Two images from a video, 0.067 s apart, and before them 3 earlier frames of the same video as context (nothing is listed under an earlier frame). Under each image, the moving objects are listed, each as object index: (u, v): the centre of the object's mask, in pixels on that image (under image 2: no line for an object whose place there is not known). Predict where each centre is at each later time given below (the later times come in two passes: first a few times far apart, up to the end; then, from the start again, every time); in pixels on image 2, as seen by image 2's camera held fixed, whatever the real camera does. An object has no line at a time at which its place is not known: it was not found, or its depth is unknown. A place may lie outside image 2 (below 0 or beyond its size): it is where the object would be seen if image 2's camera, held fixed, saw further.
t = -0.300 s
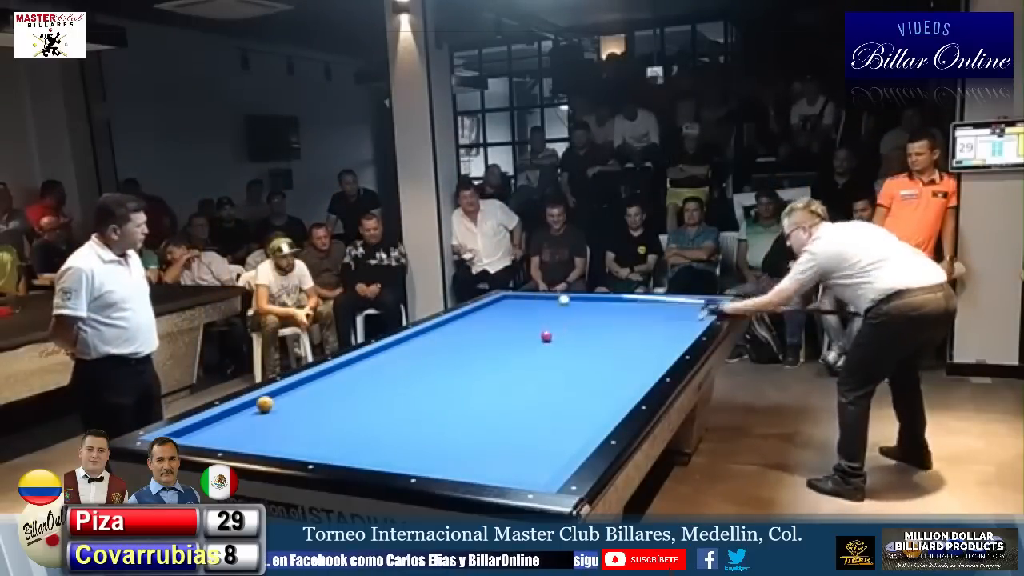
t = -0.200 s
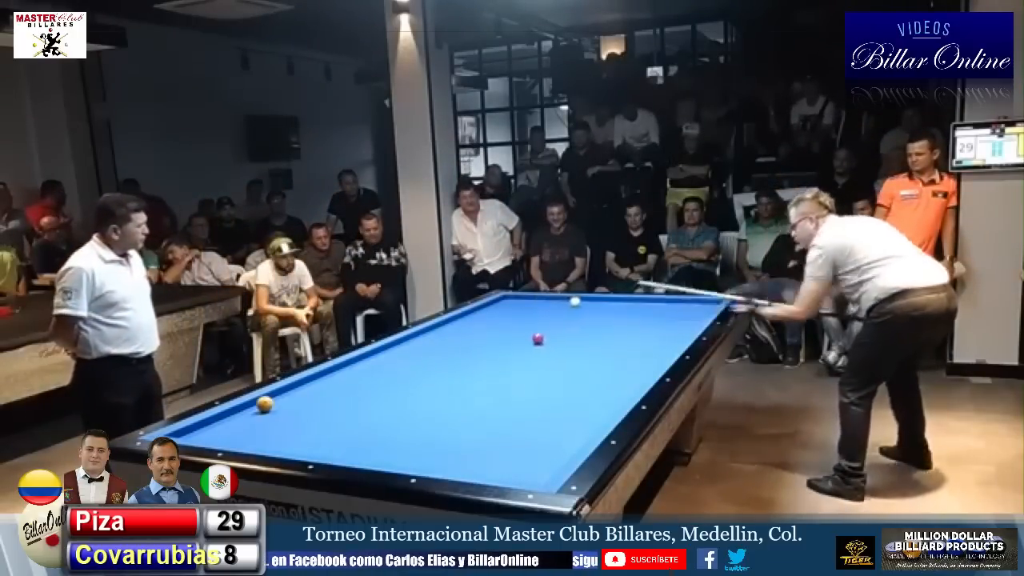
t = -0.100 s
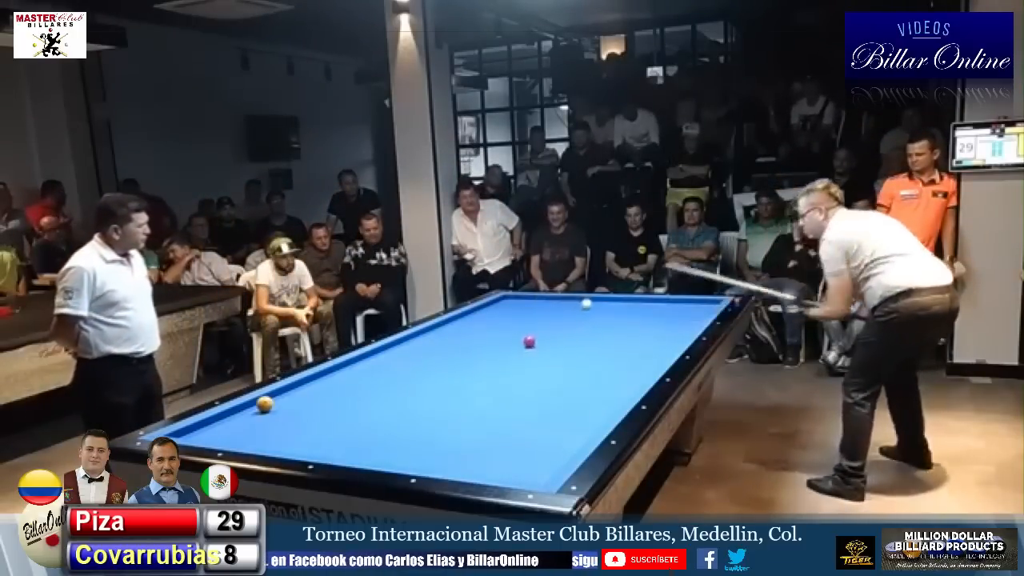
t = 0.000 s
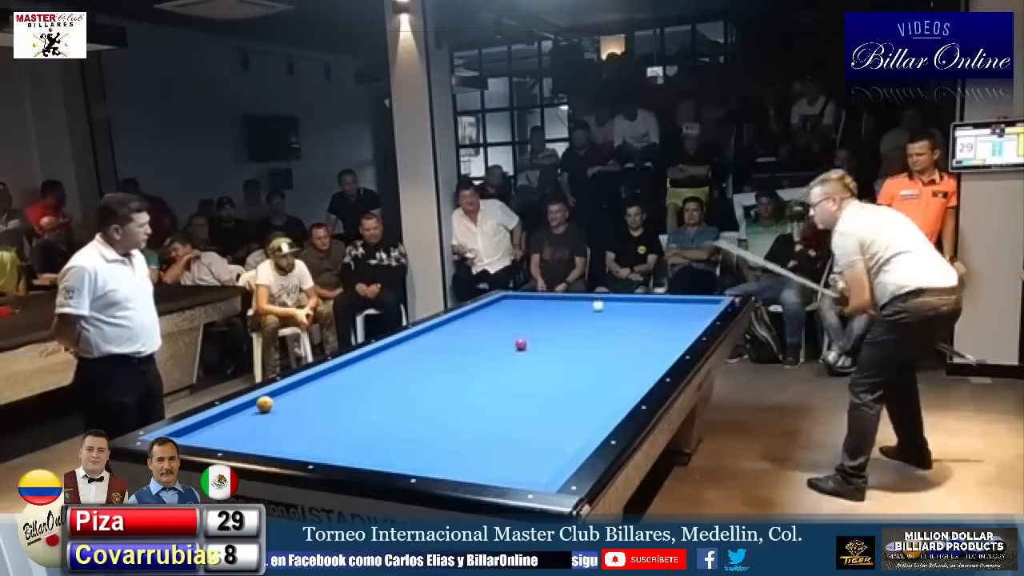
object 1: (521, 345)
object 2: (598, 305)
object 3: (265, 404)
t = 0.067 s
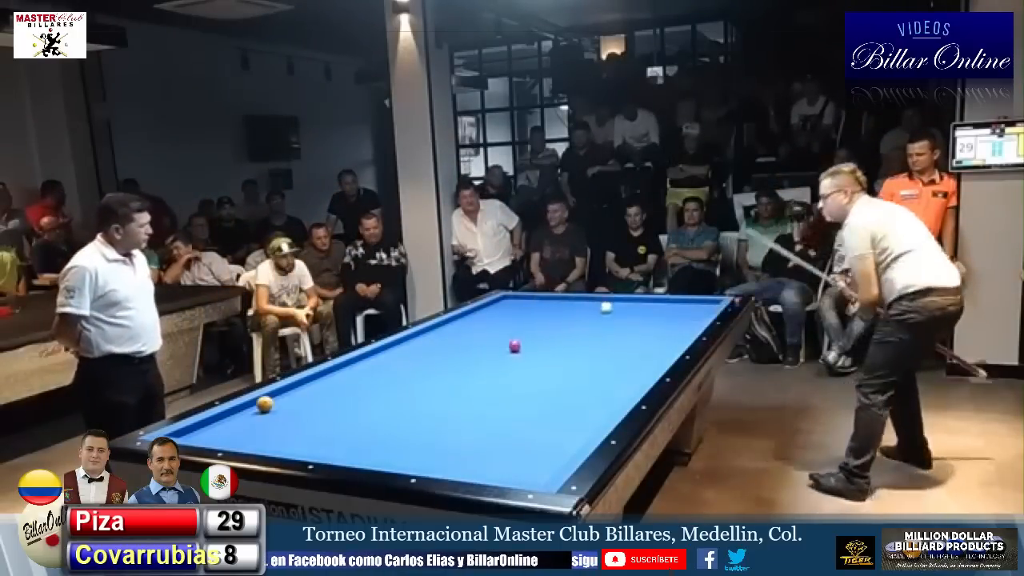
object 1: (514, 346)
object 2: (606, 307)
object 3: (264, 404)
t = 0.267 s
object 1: (496, 352)
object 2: (631, 312)
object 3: (265, 404)
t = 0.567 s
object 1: (468, 361)
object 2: (672, 320)
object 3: (264, 404)
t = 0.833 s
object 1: (442, 369)
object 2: (678, 326)
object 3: (265, 404)
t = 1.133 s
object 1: (411, 379)
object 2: (638, 332)
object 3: (265, 404)
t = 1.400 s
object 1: (382, 388)
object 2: (604, 339)
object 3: (265, 404)
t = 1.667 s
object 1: (352, 398)
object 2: (568, 345)
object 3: (265, 404)
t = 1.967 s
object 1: (317, 408)
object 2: (527, 353)
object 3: (265, 404)
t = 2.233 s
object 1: (284, 418)
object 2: (490, 360)
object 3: (264, 404)
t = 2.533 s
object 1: (246, 431)
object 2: (446, 368)
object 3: (264, 404)
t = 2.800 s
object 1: (210, 438)
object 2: (407, 375)
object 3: (265, 404)
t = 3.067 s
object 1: (218, 434)
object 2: (365, 384)
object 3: (265, 404)
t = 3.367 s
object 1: (227, 426)
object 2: (317, 392)
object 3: (265, 404)
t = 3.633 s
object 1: (235, 419)
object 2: (276, 399)
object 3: (263, 404)
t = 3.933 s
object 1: (237, 417)
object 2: (268, 399)
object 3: (254, 408)
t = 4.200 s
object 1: (226, 420)
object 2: (278, 401)
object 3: (255, 407)
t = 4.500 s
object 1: (216, 423)
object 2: (289, 402)
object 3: (257, 405)
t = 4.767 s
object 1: (209, 425)
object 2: (297, 403)
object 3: (257, 404)
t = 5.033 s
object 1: (201, 428)
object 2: (305, 404)
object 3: (258, 404)
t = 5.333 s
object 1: (194, 429)
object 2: (314, 404)
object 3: (258, 404)
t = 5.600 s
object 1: (188, 430)
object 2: (321, 405)
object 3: (258, 403)
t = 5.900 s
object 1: (187, 431)
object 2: (328, 406)
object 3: (258, 403)
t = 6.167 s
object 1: (185, 431)
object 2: (332, 406)
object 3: (258, 403)
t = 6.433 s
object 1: (183, 432)
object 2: (337, 406)
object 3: (258, 403)
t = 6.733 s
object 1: (183, 431)
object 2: (341, 406)
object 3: (258, 403)
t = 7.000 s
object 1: (183, 431)
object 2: (343, 406)
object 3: (258, 402)
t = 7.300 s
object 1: (183, 431)
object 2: (345, 407)
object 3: (258, 402)
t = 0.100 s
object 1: (511, 347)
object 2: (610, 308)
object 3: (265, 404)
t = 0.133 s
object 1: (508, 348)
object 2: (614, 308)
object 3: (265, 404)
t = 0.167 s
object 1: (506, 349)
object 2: (618, 309)
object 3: (264, 404)
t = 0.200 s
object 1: (503, 350)
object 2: (622, 310)
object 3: (265, 404)
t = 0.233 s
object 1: (500, 351)
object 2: (626, 311)
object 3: (265, 404)
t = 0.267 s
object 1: (496, 352)
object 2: (631, 312)
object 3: (265, 404)
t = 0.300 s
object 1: (493, 353)
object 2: (636, 313)
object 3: (265, 404)
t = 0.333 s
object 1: (490, 354)
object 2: (640, 313)
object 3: (265, 404)
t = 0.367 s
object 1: (487, 355)
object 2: (645, 314)
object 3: (264, 404)
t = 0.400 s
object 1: (484, 356)
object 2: (649, 315)
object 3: (265, 404)
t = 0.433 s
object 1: (481, 357)
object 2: (654, 316)
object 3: (265, 404)
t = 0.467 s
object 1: (478, 358)
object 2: (658, 317)
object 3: (265, 404)
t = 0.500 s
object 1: (475, 359)
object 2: (663, 317)
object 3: (265, 404)
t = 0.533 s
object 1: (471, 360)
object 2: (668, 318)
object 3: (264, 404)
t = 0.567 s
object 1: (468, 361)
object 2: (672, 320)
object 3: (264, 404)
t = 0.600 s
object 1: (465, 362)
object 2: (677, 320)
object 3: (265, 404)
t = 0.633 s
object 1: (462, 362)
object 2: (682, 321)
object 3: (265, 404)
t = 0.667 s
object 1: (459, 364)
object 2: (687, 322)
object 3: (265, 404)
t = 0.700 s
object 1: (455, 365)
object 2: (692, 322)
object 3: (265, 404)
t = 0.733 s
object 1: (452, 366)
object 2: (693, 323)
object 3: (265, 404)
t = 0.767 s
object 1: (449, 367)
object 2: (688, 324)
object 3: (265, 404)
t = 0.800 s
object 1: (446, 368)
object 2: (683, 325)
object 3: (265, 404)
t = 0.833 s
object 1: (442, 369)
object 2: (678, 326)
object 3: (265, 404)
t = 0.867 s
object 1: (439, 370)
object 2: (673, 327)
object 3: (265, 404)
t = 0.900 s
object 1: (435, 371)
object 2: (669, 327)
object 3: (265, 404)
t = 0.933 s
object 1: (432, 372)
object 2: (665, 328)
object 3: (265, 404)
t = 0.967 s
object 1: (429, 373)
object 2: (661, 329)
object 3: (265, 404)
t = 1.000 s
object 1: (425, 374)
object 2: (656, 330)
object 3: (265, 404)
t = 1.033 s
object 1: (422, 375)
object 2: (652, 330)
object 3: (265, 404)
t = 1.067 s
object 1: (418, 376)
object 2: (647, 331)
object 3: (265, 404)
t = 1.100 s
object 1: (415, 378)
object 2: (643, 332)
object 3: (265, 404)
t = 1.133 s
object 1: (411, 379)
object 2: (638, 332)
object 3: (265, 404)
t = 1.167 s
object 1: (407, 380)
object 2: (634, 333)
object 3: (265, 404)
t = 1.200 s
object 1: (404, 381)
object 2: (630, 334)
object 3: (265, 404)
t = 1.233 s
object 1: (400, 382)
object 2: (625, 335)
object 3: (265, 404)
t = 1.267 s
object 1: (397, 383)
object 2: (621, 335)
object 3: (265, 404)
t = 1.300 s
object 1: (393, 384)
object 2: (617, 337)
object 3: (265, 404)
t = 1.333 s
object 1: (390, 386)
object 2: (613, 338)
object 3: (265, 404)
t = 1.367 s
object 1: (386, 386)
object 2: (608, 338)
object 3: (265, 404)
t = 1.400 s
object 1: (382, 388)
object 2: (604, 339)
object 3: (265, 404)
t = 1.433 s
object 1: (378, 389)
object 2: (599, 340)
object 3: (265, 404)
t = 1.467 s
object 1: (375, 390)
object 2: (595, 341)
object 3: (265, 404)
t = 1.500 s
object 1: (371, 392)
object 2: (591, 341)
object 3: (265, 404)
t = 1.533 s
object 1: (367, 393)
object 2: (586, 342)
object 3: (265, 404)
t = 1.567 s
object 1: (363, 394)
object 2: (581, 343)
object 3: (265, 404)
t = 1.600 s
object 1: (360, 395)
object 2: (577, 344)
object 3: (265, 404)
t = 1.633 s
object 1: (356, 396)
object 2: (572, 344)
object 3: (265, 404)
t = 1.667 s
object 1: (352, 398)
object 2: (568, 345)
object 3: (265, 404)
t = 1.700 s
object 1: (348, 399)
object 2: (564, 346)
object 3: (265, 404)
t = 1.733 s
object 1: (344, 400)
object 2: (559, 347)
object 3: (265, 404)
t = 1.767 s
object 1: (341, 401)
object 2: (555, 348)
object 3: (265, 404)
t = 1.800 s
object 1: (337, 402)
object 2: (550, 348)
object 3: (265, 404)
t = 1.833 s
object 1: (333, 403)
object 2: (545, 349)
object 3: (265, 404)
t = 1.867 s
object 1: (329, 404)
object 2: (541, 351)
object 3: (265, 404)
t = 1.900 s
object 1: (325, 406)
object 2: (536, 351)
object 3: (265, 404)
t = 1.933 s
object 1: (321, 407)
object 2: (531, 352)
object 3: (265, 404)
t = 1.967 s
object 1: (317, 408)
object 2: (527, 353)
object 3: (265, 404)
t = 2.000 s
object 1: (313, 409)
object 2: (522, 354)
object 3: (265, 404)
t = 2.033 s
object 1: (309, 411)
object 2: (518, 354)
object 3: (265, 404)
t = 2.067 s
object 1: (305, 412)
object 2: (513, 356)
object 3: (265, 404)
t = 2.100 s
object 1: (301, 413)
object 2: (509, 357)
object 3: (265, 404)
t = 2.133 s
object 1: (297, 415)
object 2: (504, 357)
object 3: (264, 404)
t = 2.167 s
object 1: (292, 416)
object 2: (499, 358)
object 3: (264, 404)
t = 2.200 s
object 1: (288, 417)
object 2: (494, 359)
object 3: (264, 404)
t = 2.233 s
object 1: (284, 418)
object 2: (490, 360)
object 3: (264, 404)
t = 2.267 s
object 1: (280, 419)
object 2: (485, 361)
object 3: (264, 404)
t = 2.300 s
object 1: (276, 421)
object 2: (480, 362)
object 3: (264, 404)
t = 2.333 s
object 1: (271, 422)
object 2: (475, 363)
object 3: (264, 404)
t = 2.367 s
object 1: (267, 423)
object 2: (470, 364)
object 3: (264, 404)
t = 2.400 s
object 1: (263, 424)
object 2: (465, 365)
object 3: (264, 404)
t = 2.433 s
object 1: (259, 425)
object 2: (461, 366)
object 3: (264, 404)
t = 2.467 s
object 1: (255, 427)
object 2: (456, 367)
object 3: (264, 404)
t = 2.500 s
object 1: (250, 429)
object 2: (451, 367)
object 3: (265, 404)
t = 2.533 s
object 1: (246, 431)
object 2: (446, 368)
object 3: (264, 404)
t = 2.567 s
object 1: (241, 431)
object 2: (441, 369)
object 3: (265, 404)
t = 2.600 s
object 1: (237, 433)
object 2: (436, 370)
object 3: (265, 404)
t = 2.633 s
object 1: (232, 434)
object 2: (431, 371)
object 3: (265, 404)
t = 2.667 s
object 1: (228, 435)
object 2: (426, 371)
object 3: (265, 404)
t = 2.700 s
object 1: (224, 436)
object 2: (421, 373)
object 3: (265, 404)
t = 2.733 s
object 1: (220, 436)
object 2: (416, 373)
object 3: (265, 404)
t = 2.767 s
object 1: (215, 437)
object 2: (411, 374)
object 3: (265, 404)
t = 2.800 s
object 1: (210, 438)
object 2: (407, 375)
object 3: (265, 404)
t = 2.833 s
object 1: (209, 438)
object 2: (401, 376)
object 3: (265, 404)
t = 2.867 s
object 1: (210, 437)
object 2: (396, 377)
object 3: (265, 404)
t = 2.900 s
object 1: (211, 436)
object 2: (391, 379)
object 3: (265, 404)
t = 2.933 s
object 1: (213, 436)
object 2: (386, 380)
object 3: (265, 404)
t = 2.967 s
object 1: (214, 436)
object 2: (380, 381)
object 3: (265, 404)
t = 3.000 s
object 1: (215, 435)
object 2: (375, 381)
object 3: (265, 404)
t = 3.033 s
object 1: (216, 435)
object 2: (370, 382)
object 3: (265, 404)
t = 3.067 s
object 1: (218, 434)
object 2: (365, 384)
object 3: (265, 404)
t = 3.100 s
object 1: (219, 433)
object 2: (360, 384)
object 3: (265, 404)
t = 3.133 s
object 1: (220, 432)
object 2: (354, 385)
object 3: (265, 404)
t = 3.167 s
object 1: (221, 431)
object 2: (349, 386)
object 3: (265, 404)
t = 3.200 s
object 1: (222, 431)
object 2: (344, 387)
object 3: (265, 404)
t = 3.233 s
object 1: (223, 430)
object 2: (338, 388)
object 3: (265, 404)
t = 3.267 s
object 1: (224, 429)
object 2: (333, 389)
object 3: (265, 404)
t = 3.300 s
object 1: (225, 428)
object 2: (328, 390)
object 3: (265, 404)
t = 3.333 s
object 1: (226, 427)
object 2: (323, 391)
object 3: (265, 404)
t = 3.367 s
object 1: (227, 426)
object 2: (317, 392)
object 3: (265, 404)
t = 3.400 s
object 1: (228, 425)
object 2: (312, 393)
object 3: (265, 404)
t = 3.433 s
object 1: (229, 425)
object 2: (307, 394)
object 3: (265, 404)
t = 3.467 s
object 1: (230, 424)
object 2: (301, 395)
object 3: (265, 404)
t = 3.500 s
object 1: (231, 423)
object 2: (296, 396)
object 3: (265, 404)
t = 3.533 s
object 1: (232, 422)
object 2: (291, 397)
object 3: (265, 404)
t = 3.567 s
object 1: (234, 421)
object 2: (285, 398)
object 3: (265, 404)
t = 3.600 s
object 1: (234, 420)
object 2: (280, 399)
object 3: (264, 404)
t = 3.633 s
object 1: (235, 419)
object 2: (276, 399)
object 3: (263, 404)
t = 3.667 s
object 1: (236, 419)
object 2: (273, 399)
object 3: (260, 406)
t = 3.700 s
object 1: (237, 418)
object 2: (270, 399)
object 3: (259, 406)
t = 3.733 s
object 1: (238, 417)
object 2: (267, 398)
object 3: (257, 407)
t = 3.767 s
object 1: (240, 416)
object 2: (264, 398)
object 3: (255, 408)
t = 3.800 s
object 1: (240, 416)
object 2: (263, 398)
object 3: (253, 408)
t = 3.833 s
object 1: (240, 416)
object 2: (264, 399)
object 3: (253, 408)
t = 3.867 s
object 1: (238, 416)
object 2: (265, 399)
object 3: (253, 409)
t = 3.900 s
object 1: (237, 417)
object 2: (266, 399)
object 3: (253, 408)
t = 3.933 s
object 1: (237, 417)
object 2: (268, 399)
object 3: (254, 408)
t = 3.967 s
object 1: (235, 417)
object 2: (269, 400)
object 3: (254, 408)
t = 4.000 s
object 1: (234, 417)
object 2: (271, 400)
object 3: (254, 407)
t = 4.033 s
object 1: (232, 418)
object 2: (272, 400)
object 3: (255, 408)
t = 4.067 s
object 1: (231, 419)
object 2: (273, 400)
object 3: (255, 407)
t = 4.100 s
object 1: (229, 419)
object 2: (274, 400)
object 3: (255, 407)
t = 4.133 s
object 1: (228, 419)
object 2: (275, 400)
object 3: (255, 407)
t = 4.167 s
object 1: (227, 420)
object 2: (276, 401)
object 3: (255, 407)
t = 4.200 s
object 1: (226, 420)
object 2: (278, 401)
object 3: (255, 407)
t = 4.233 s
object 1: (225, 420)
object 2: (279, 401)
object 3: (255, 406)
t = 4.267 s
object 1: (224, 421)
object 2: (280, 401)
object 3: (255, 406)
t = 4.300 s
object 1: (223, 421)
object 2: (281, 402)
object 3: (256, 406)
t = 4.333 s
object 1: (222, 421)
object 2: (283, 402)
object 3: (256, 406)
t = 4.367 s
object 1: (221, 422)
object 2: (284, 402)
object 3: (256, 406)
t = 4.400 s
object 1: (219, 422)
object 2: (285, 402)
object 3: (256, 406)
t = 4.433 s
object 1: (218, 423)
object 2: (286, 402)
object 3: (256, 406)
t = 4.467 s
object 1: (217, 423)
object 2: (287, 402)
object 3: (256, 405)
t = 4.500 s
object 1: (216, 423)
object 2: (289, 402)
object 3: (257, 405)
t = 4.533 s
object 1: (215, 423)
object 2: (290, 402)
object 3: (257, 405)
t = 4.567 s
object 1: (214, 424)
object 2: (291, 402)
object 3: (257, 405)
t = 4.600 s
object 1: (213, 424)
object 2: (292, 403)
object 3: (257, 405)
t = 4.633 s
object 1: (212, 424)
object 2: (293, 403)
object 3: (257, 405)
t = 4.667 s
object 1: (211, 424)
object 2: (294, 402)
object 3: (257, 405)
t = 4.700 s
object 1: (211, 425)
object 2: (295, 402)
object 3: (257, 404)
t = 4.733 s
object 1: (210, 425)
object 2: (296, 403)
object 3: (257, 404)
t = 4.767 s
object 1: (209, 425)
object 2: (297, 403)
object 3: (257, 404)
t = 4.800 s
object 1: (207, 426)
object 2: (298, 403)
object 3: (257, 404)
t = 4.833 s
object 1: (207, 426)
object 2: (299, 403)
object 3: (258, 404)
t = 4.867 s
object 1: (206, 427)
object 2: (300, 403)
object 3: (258, 404)
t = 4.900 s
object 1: (205, 427)
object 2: (301, 403)
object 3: (258, 404)
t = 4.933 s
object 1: (204, 427)
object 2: (302, 403)
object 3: (258, 404)
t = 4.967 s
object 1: (203, 428)
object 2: (303, 403)
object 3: (258, 404)
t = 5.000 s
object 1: (202, 428)
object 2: (304, 403)
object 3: (258, 404)
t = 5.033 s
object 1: (201, 428)
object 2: (305, 404)
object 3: (258, 404)
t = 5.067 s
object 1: (200, 428)
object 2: (307, 403)
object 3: (258, 404)
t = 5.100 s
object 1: (199, 428)
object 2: (308, 404)
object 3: (258, 404)
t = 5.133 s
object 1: (199, 428)
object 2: (308, 404)
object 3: (258, 404)
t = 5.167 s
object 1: (198, 428)
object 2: (310, 404)
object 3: (258, 404)
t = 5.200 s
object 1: (198, 428)
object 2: (310, 404)
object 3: (258, 404)
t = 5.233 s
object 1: (197, 429)
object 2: (311, 404)
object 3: (258, 404)
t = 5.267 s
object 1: (196, 429)
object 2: (312, 404)
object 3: (258, 404)
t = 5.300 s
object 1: (195, 429)
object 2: (313, 404)
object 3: (258, 404)
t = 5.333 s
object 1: (194, 429)
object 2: (314, 404)
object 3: (258, 404)
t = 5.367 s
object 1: (193, 429)
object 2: (315, 404)
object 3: (258, 404)
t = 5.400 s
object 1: (192, 430)
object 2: (315, 404)
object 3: (258, 403)
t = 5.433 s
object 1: (192, 430)
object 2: (316, 405)
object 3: (258, 403)
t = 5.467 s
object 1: (191, 430)
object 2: (317, 405)
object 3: (258, 403)
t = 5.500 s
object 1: (190, 430)
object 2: (318, 404)
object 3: (258, 403)
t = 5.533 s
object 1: (190, 430)
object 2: (319, 405)
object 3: (258, 403)
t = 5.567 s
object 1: (189, 430)
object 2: (320, 405)
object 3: (258, 403)
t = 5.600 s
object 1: (188, 430)
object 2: (321, 405)
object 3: (258, 403)
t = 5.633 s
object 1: (188, 430)
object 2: (322, 405)
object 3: (258, 403)
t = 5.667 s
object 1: (187, 430)
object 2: (322, 405)
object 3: (258, 403)
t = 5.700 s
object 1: (187, 430)
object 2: (323, 405)
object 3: (258, 403)
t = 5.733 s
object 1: (187, 430)
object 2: (324, 405)
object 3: (258, 403)
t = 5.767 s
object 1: (187, 430)
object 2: (324, 405)
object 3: (258, 403)
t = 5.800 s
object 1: (187, 431)
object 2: (325, 405)
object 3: (258, 403)
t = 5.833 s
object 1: (187, 431)
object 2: (326, 405)
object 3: (258, 403)
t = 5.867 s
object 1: (187, 431)
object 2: (327, 405)
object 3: (258, 403)
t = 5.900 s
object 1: (187, 431)
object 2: (328, 406)
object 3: (258, 403)
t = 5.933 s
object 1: (187, 431)
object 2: (328, 406)
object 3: (258, 403)
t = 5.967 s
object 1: (186, 431)
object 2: (329, 406)
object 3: (258, 403)
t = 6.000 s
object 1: (186, 431)
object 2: (330, 406)
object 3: (258, 403)
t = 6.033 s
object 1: (186, 431)
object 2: (330, 406)
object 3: (258, 403)
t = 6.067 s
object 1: (186, 431)
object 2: (331, 406)
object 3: (258, 403)
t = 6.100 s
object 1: (186, 431)
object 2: (331, 406)
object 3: (258, 403)
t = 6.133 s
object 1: (186, 431)
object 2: (332, 406)
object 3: (258, 403)
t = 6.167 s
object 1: (185, 431)
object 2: (332, 406)
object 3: (258, 403)
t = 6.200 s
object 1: (185, 431)
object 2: (333, 406)
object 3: (258, 403)
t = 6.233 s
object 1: (185, 431)
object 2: (334, 406)
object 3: (258, 403)
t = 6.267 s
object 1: (185, 431)
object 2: (334, 406)
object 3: (258, 403)
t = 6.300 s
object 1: (185, 431)
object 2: (335, 406)
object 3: (258, 403)
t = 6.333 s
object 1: (184, 431)
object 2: (335, 406)
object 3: (258, 403)
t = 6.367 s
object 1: (184, 431)
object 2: (336, 406)
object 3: (259, 403)
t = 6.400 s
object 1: (183, 432)
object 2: (336, 406)
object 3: (259, 403)
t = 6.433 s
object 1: (183, 432)
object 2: (337, 406)
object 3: (258, 403)
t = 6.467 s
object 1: (183, 432)
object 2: (337, 406)
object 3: (258, 403)
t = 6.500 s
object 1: (183, 431)
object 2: (338, 406)
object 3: (258, 403)
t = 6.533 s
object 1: (183, 431)
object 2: (338, 406)
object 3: (258, 403)
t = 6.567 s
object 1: (183, 431)
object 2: (339, 406)
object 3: (258, 403)
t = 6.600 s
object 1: (183, 431)
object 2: (339, 406)
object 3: (258, 403)
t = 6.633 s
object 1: (183, 431)
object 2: (340, 406)
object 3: (258, 403)
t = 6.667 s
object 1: (183, 431)
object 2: (340, 406)
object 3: (258, 403)
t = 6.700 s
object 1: (183, 431)
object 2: (341, 406)
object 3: (258, 403)
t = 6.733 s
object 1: (183, 431)
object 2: (341, 406)
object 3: (258, 403)
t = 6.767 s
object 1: (183, 431)
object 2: (341, 406)
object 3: (258, 403)
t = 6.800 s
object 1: (183, 431)
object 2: (342, 406)
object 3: (258, 403)
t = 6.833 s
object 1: (183, 431)
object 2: (342, 406)
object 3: (258, 403)
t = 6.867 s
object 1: (183, 431)
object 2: (342, 406)
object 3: (258, 403)
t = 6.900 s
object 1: (183, 431)
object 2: (342, 406)
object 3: (258, 403)
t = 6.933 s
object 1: (183, 431)
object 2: (343, 406)
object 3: (258, 403)
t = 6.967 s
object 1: (183, 431)
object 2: (343, 407)
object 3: (258, 402)
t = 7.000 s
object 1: (183, 431)
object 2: (343, 406)
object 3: (258, 402)
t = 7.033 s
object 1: (183, 431)
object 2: (344, 407)
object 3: (258, 402)
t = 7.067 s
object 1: (183, 431)
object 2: (344, 407)
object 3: (258, 402)
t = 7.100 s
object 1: (183, 431)
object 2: (344, 407)
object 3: (258, 402)
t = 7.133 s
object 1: (183, 431)
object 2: (344, 407)
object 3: (258, 402)
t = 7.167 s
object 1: (183, 431)
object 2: (344, 407)
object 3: (258, 402)
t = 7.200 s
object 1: (183, 431)
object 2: (345, 407)
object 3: (258, 402)
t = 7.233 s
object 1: (183, 431)
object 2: (345, 407)
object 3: (258, 402)
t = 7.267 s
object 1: (183, 431)
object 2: (345, 407)
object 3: (258, 402)
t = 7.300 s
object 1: (183, 431)
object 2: (345, 407)
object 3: (258, 402)
